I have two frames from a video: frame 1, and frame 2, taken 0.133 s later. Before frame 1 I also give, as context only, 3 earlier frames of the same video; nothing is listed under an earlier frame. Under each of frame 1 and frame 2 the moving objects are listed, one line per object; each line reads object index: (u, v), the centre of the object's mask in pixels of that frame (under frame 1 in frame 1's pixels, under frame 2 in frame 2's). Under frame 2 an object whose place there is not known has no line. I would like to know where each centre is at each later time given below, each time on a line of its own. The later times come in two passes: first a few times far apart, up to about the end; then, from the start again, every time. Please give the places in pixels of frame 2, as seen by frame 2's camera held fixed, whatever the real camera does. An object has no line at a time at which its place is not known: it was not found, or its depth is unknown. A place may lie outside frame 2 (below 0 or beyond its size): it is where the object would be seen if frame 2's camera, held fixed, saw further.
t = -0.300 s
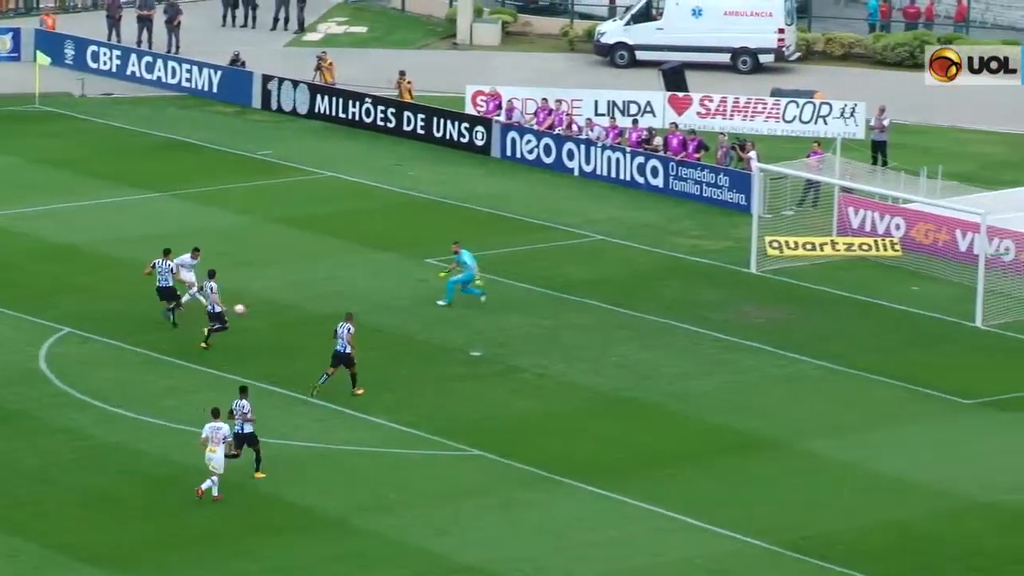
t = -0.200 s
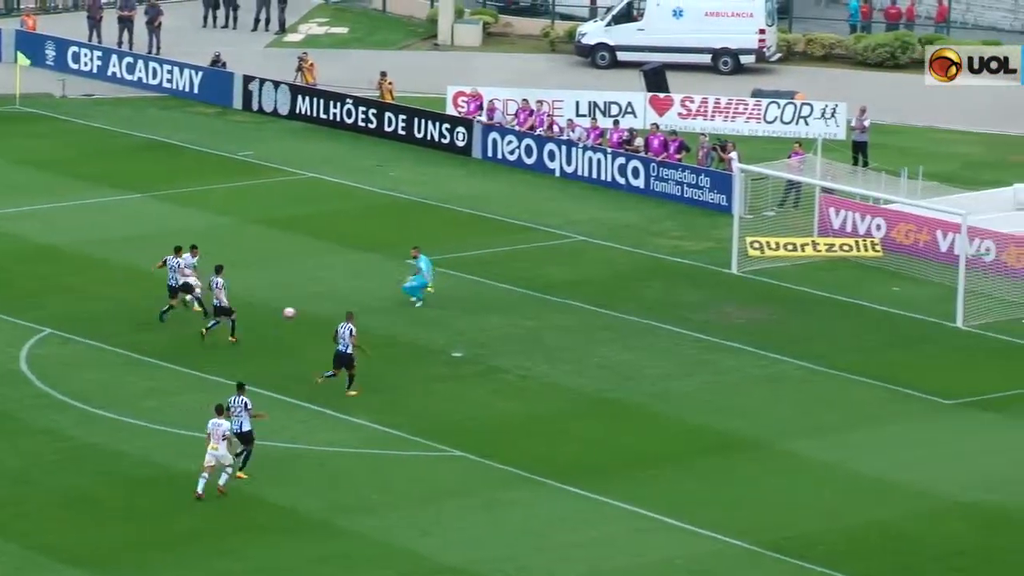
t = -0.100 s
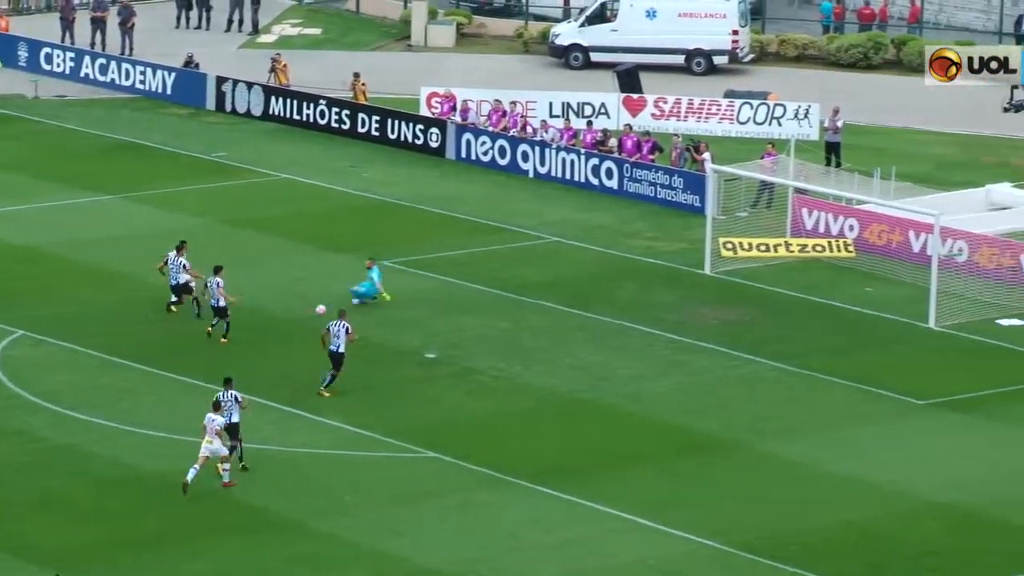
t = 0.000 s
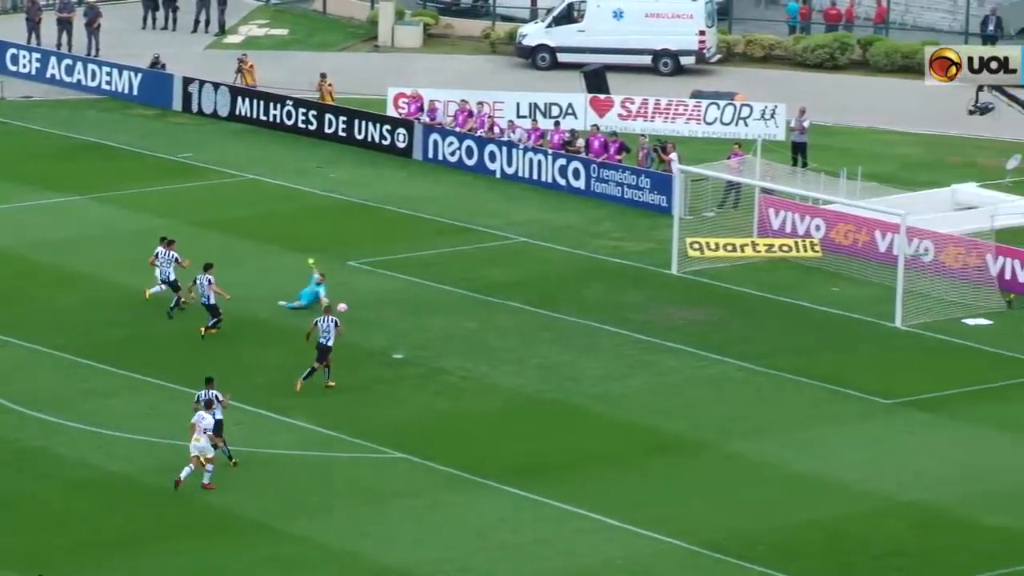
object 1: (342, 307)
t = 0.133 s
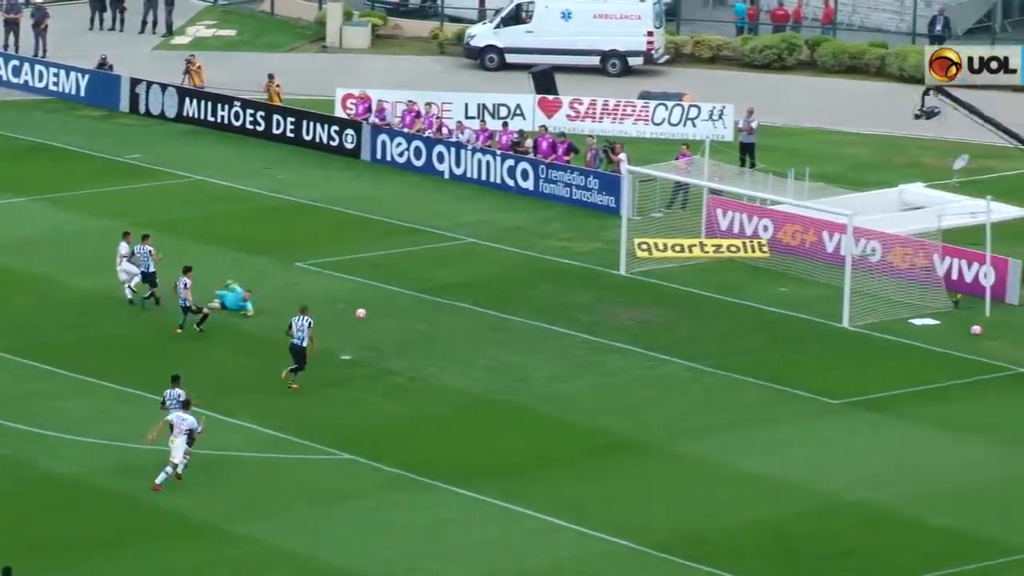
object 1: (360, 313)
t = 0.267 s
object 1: (421, 310)
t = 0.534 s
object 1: (528, 314)
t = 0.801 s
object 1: (635, 310)
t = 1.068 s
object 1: (740, 313)
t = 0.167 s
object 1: (378, 316)
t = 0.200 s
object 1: (392, 314)
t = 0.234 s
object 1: (407, 311)
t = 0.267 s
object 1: (421, 310)
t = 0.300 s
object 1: (434, 307)
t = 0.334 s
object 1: (448, 307)
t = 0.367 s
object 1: (462, 307)
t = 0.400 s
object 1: (475, 307)
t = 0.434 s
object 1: (489, 308)
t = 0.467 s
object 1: (502, 310)
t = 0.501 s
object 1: (515, 312)
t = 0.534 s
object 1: (528, 314)
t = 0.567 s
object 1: (542, 313)
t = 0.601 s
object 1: (556, 311)
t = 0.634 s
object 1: (568, 309)
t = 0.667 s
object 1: (582, 308)
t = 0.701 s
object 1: (595, 308)
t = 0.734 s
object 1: (608, 308)
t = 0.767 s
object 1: (621, 309)
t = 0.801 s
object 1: (635, 310)
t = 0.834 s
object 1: (647, 312)
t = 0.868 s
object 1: (661, 313)
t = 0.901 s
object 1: (674, 313)
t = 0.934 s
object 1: (688, 313)
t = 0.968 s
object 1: (701, 313)
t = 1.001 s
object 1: (714, 313)
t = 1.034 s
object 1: (727, 313)
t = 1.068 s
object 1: (740, 313)
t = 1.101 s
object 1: (754, 313)
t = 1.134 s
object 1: (767, 314)
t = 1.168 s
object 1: (779, 314)
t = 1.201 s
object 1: (793, 313)
